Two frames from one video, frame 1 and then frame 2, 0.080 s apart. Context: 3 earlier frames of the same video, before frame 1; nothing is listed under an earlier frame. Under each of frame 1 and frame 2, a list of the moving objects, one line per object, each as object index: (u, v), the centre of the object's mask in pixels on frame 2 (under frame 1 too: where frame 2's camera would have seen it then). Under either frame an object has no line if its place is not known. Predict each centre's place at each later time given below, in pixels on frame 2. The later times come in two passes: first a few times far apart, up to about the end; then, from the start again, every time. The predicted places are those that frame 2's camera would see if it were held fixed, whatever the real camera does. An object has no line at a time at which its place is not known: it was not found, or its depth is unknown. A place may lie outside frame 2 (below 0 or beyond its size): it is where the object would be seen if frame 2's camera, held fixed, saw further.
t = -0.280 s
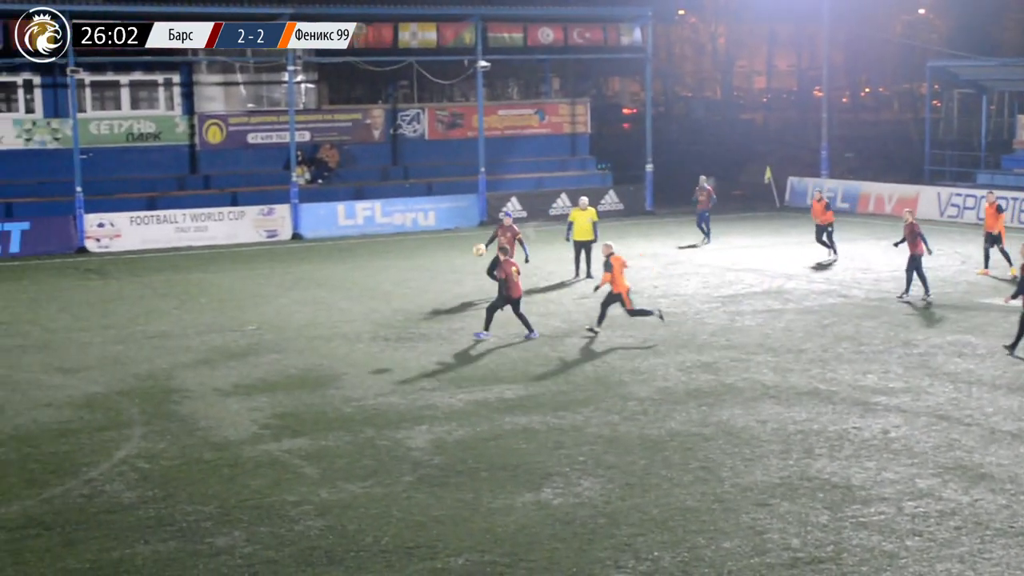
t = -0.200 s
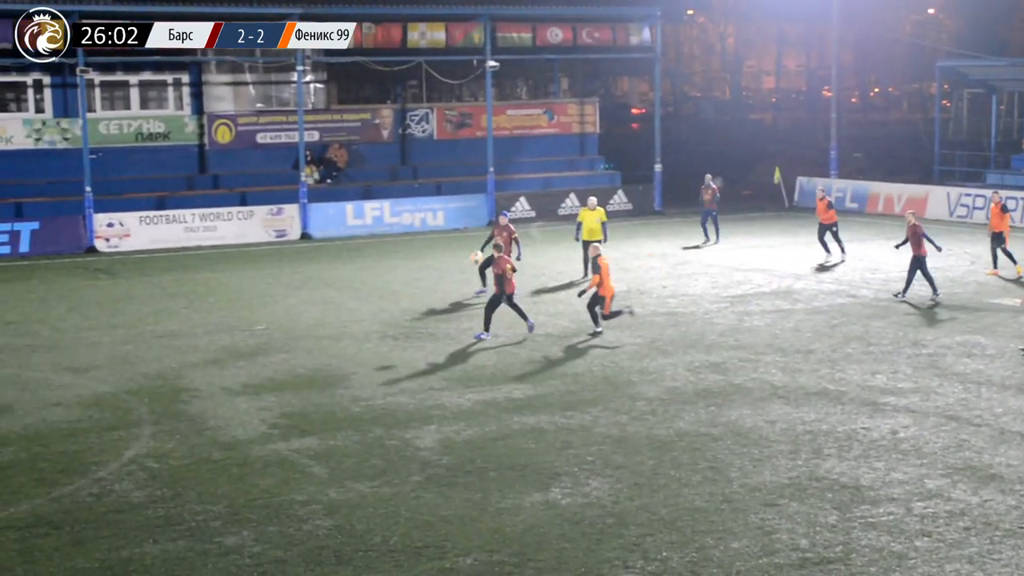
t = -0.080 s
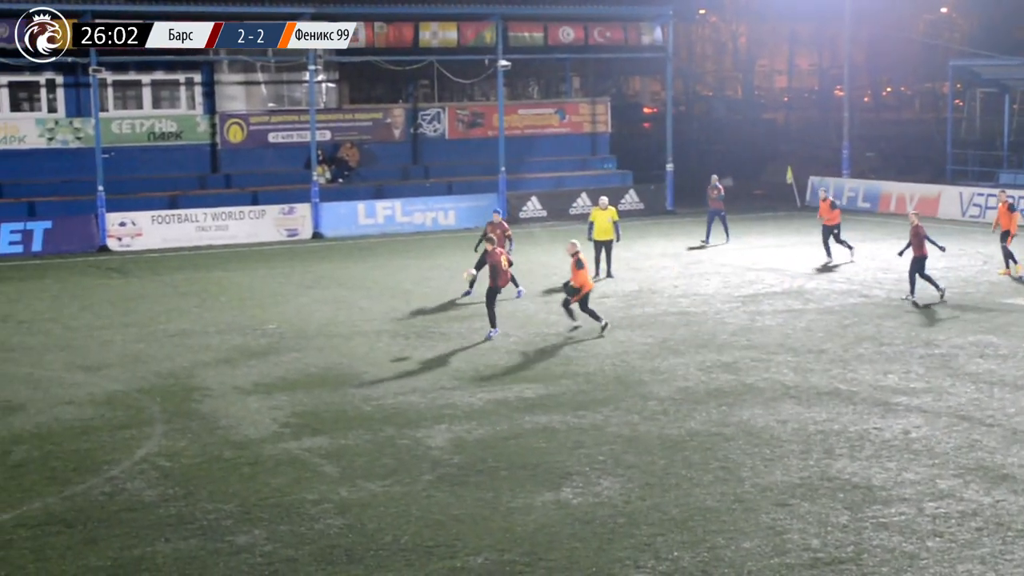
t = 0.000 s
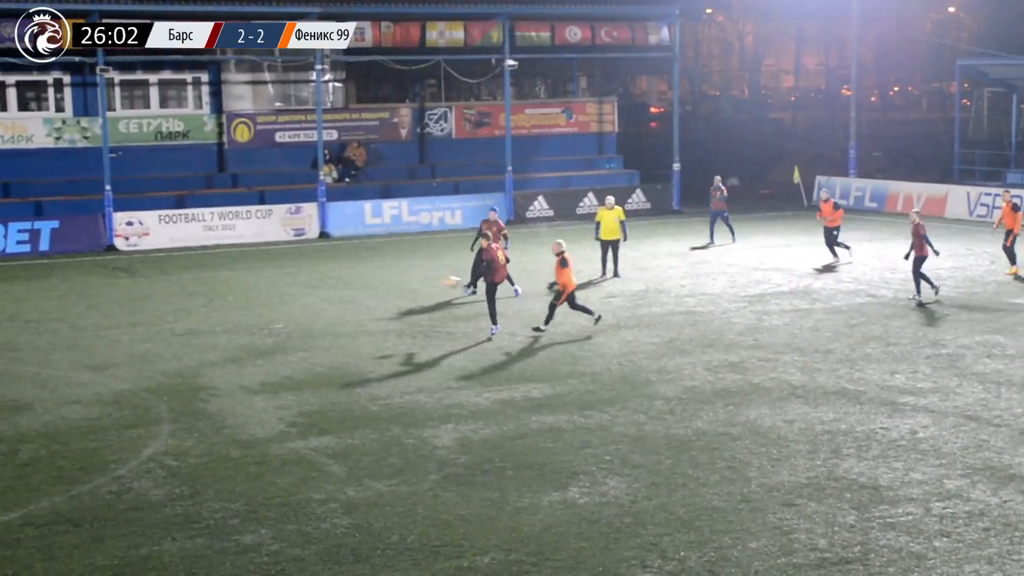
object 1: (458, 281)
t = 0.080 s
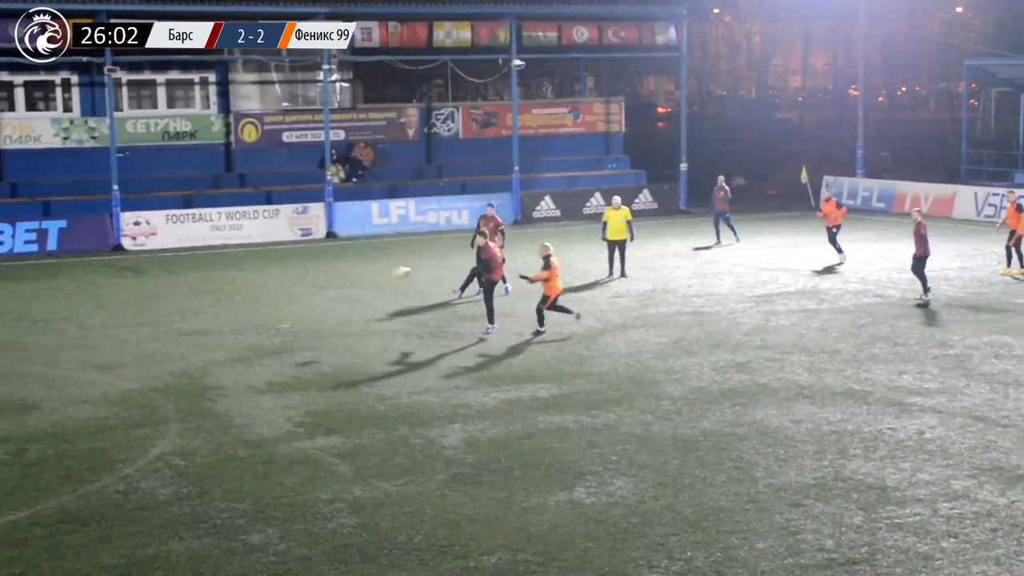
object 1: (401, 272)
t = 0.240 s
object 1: (289, 265)
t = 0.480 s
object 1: (123, 288)
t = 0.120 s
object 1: (374, 268)
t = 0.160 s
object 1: (345, 265)
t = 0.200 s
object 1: (317, 264)
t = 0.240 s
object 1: (289, 265)
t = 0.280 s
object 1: (261, 266)
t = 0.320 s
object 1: (234, 268)
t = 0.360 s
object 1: (206, 271)
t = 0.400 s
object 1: (178, 276)
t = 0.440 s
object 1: (150, 281)
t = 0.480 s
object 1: (123, 288)
